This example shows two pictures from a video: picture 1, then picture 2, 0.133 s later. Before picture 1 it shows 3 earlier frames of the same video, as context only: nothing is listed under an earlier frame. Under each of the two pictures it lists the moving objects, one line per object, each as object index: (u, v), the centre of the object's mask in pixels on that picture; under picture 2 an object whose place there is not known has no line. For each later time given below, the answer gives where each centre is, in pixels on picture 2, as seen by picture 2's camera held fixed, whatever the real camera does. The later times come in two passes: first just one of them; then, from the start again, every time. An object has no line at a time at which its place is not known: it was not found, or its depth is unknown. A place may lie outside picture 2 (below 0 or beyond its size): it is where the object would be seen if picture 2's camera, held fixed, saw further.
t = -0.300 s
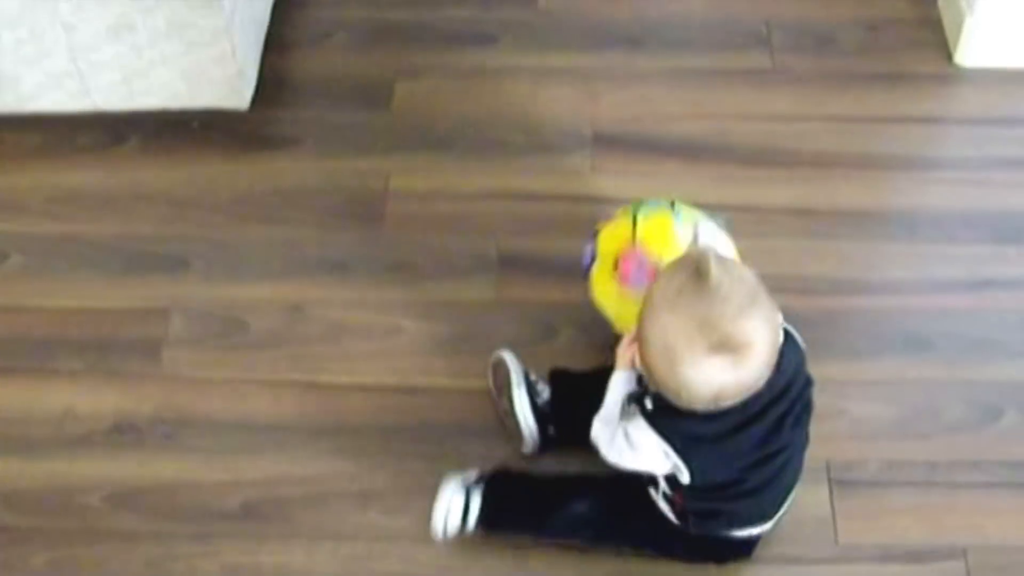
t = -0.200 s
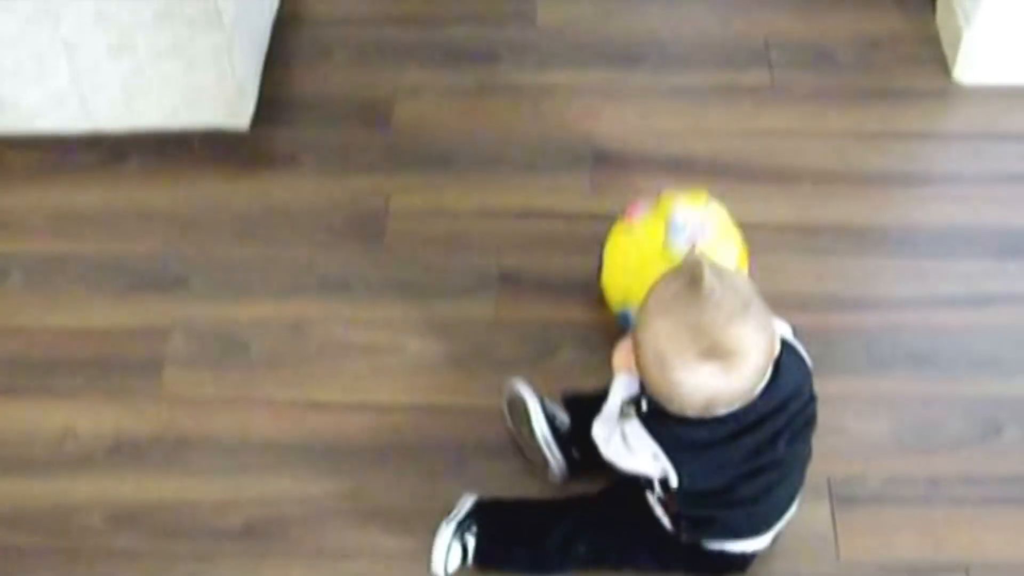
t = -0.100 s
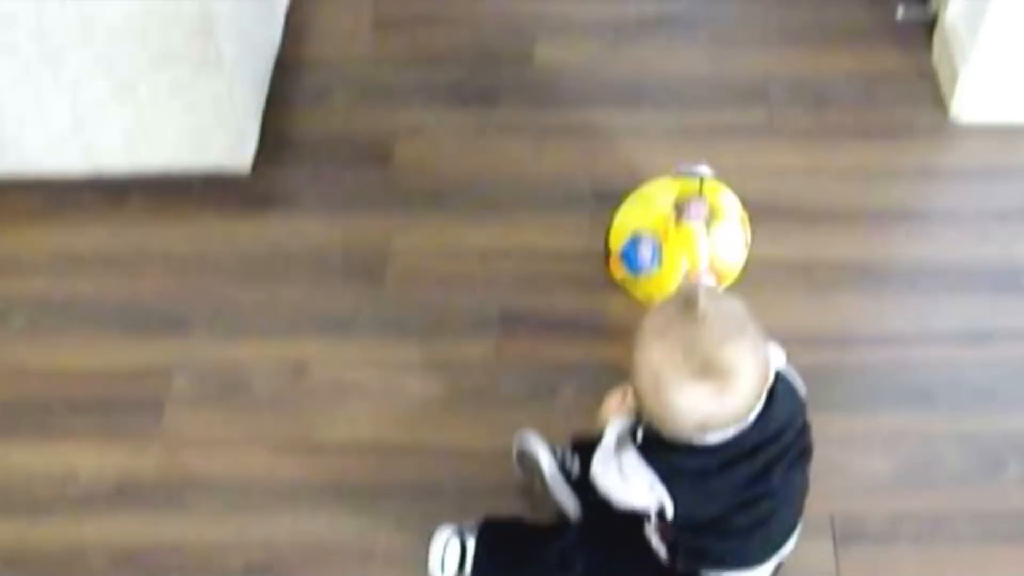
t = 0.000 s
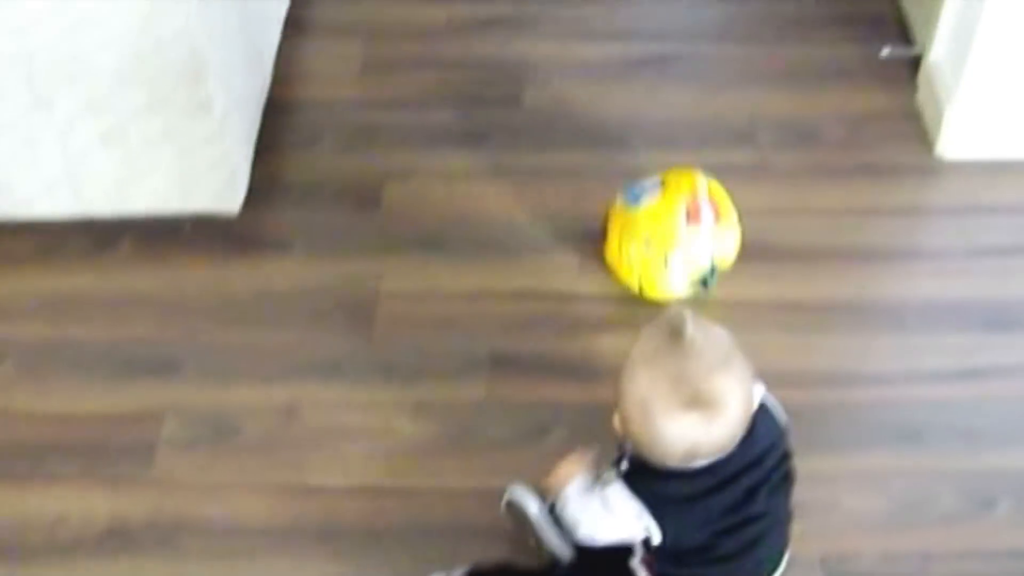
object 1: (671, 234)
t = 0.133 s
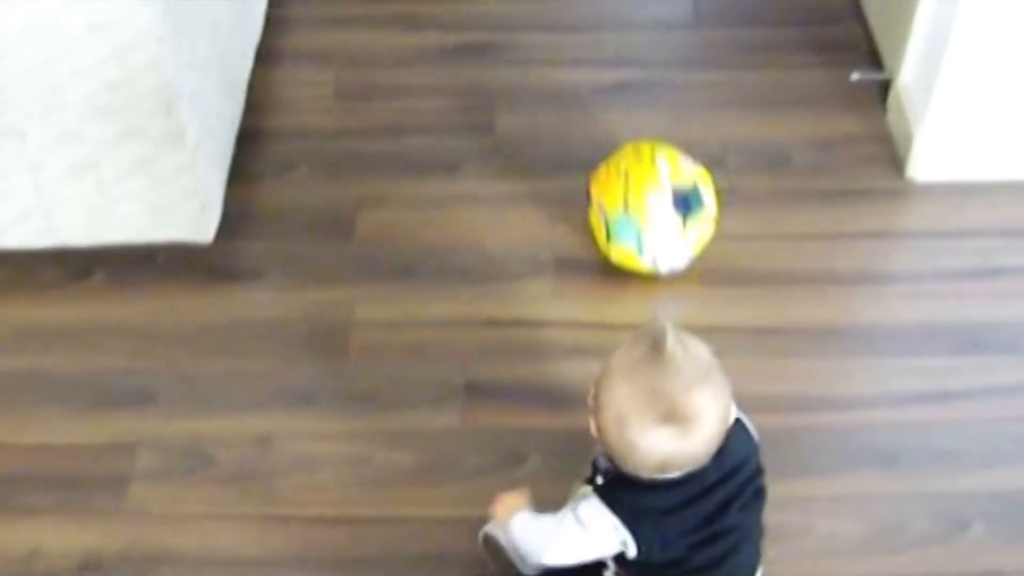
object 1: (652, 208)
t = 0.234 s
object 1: (651, 171)
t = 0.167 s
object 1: (652, 194)
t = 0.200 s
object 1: (652, 182)
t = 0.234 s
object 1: (651, 171)
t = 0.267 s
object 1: (650, 161)
